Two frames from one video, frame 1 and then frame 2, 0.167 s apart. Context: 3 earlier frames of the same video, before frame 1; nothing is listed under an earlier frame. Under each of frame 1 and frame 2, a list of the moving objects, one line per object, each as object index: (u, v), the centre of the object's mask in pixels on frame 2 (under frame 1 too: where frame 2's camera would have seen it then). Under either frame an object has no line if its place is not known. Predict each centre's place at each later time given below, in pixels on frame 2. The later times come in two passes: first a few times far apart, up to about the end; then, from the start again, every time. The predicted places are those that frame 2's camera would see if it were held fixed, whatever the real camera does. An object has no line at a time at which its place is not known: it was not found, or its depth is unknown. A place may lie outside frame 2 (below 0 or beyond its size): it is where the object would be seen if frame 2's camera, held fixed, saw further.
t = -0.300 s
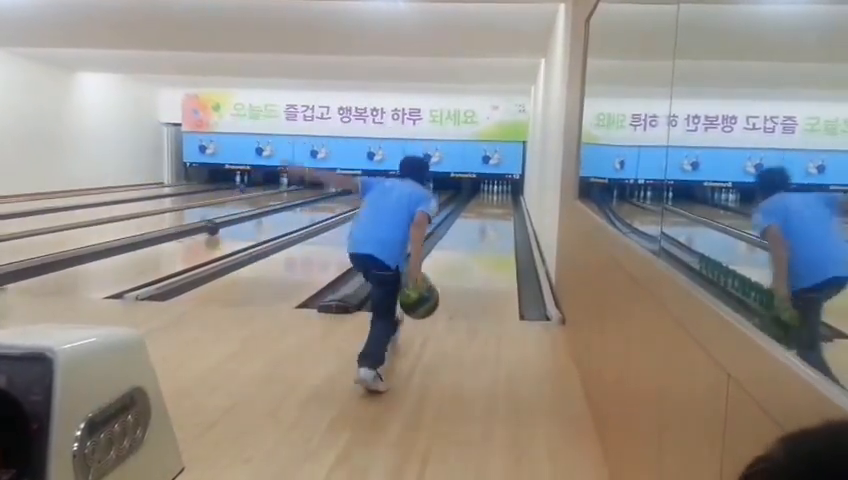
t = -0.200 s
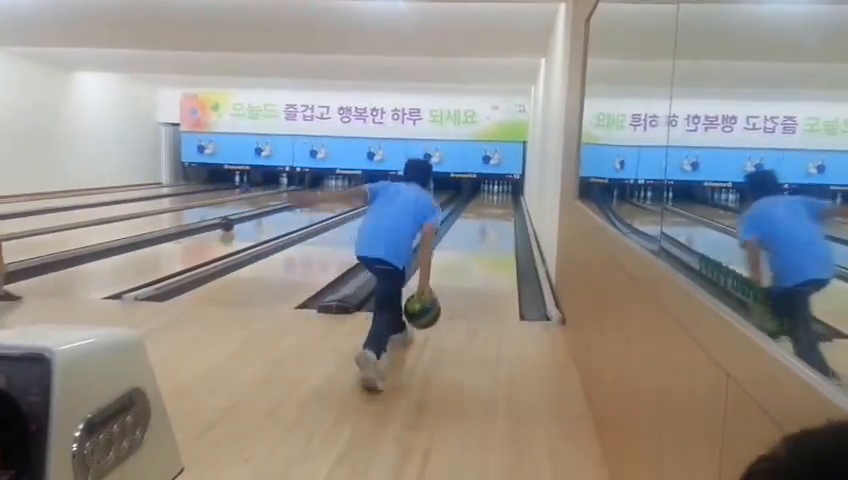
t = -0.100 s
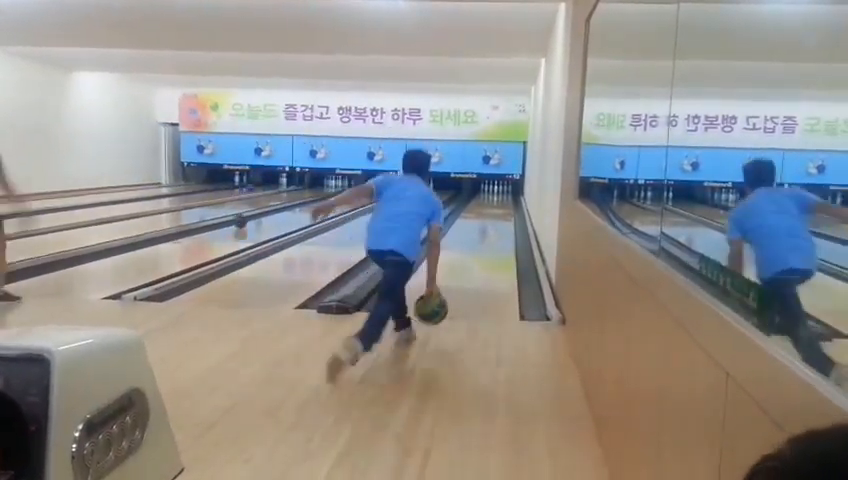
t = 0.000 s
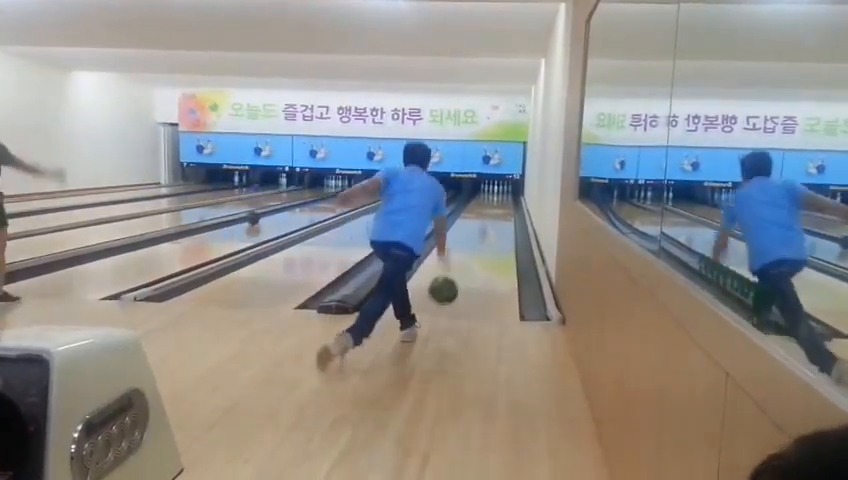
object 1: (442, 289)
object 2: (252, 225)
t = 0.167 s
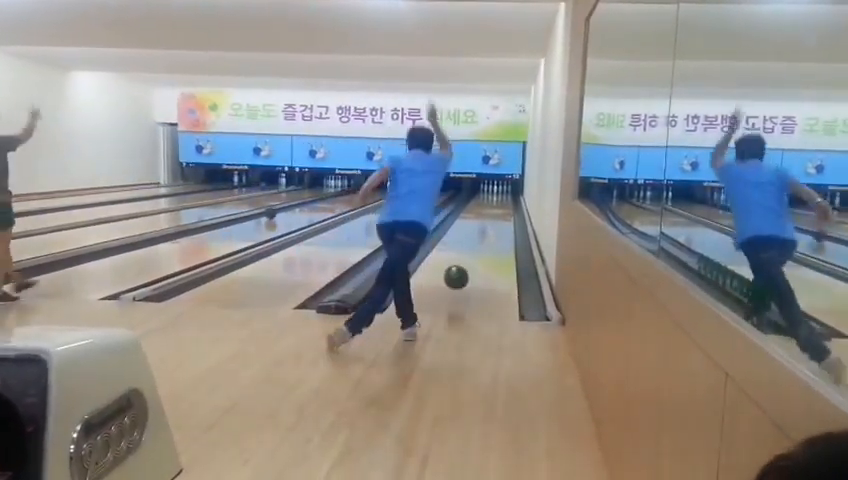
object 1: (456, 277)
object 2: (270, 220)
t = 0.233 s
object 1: (460, 279)
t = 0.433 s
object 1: (470, 261)
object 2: (295, 213)
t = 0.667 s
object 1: (479, 245)
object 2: (311, 209)
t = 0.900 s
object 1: (486, 234)
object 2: (325, 202)
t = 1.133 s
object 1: (490, 225)
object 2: (337, 198)
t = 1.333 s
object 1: (494, 220)
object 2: (344, 196)
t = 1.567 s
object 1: (496, 214)
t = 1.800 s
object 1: (498, 208)
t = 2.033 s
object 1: (498, 204)
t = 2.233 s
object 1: (499, 202)
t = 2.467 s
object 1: (499, 199)
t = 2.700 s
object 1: (498, 196)
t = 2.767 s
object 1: (498, 196)
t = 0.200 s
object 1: (458, 278)
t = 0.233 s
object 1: (460, 279)
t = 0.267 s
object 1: (462, 275)
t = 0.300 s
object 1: (463, 272)
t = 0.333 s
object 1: (465, 269)
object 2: (286, 215)
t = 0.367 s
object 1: (467, 267)
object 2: (289, 213)
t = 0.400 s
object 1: (469, 263)
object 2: (292, 213)
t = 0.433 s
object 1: (470, 261)
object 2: (295, 213)
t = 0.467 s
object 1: (472, 258)
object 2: (297, 212)
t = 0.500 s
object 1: (473, 255)
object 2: (299, 212)
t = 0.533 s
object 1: (474, 253)
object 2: (301, 210)
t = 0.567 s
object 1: (476, 251)
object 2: (304, 209)
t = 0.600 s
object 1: (476, 249)
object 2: (306, 209)
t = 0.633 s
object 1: (478, 247)
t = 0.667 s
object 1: (479, 245)
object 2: (311, 209)
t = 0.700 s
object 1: (480, 243)
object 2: (313, 206)
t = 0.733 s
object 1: (481, 241)
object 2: (315, 206)
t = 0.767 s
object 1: (482, 239)
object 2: (316, 206)
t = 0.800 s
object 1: (483, 238)
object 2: (320, 202)
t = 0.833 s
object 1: (484, 236)
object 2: (322, 202)
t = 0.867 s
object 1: (485, 235)
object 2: (324, 202)
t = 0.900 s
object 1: (486, 234)
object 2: (325, 202)
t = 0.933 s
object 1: (486, 232)
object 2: (327, 201)
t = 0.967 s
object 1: (487, 231)
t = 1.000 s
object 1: (488, 230)
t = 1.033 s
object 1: (489, 229)
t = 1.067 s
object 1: (489, 228)
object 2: (335, 199)
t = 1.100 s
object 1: (490, 227)
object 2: (335, 199)
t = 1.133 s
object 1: (490, 225)
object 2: (337, 198)
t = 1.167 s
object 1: (492, 225)
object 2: (340, 197)
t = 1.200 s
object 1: (492, 224)
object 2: (340, 197)
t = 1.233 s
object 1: (493, 223)
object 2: (341, 196)
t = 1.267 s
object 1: (493, 222)
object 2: (342, 196)
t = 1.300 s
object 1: (494, 220)
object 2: (343, 196)
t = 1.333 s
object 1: (494, 220)
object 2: (344, 196)
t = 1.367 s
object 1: (495, 218)
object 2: (344, 195)
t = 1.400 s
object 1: (495, 217)
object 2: (345, 195)
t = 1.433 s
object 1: (495, 216)
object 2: (348, 194)
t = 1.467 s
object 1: (495, 216)
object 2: (348, 194)
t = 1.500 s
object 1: (496, 215)
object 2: (348, 194)
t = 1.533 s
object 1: (496, 215)
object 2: (347, 195)
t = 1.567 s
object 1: (496, 214)
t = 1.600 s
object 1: (497, 212)
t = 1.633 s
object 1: (497, 211)
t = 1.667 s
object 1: (497, 211)
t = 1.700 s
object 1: (497, 210)
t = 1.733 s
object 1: (498, 210)
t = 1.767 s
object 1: (498, 209)
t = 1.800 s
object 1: (498, 208)
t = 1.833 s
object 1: (498, 207)
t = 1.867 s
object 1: (498, 206)
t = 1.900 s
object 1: (498, 206)
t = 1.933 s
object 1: (498, 206)
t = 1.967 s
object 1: (498, 206)
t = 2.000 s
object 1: (499, 205)
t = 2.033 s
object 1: (498, 204)
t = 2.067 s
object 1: (499, 204)
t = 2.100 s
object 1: (499, 203)
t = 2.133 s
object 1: (499, 202)
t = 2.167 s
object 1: (499, 202)
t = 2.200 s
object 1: (499, 202)
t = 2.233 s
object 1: (499, 202)
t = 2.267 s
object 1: (499, 201)
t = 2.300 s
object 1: (499, 201)
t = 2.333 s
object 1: (499, 200)
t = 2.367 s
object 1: (499, 200)
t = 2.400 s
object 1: (499, 199)
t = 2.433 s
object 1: (499, 199)
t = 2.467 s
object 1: (499, 199)
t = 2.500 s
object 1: (498, 199)
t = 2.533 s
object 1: (498, 199)
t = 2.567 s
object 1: (498, 198)
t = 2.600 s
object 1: (498, 198)
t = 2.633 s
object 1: (498, 197)
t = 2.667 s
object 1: (498, 197)
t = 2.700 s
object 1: (498, 196)
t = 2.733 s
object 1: (498, 196)
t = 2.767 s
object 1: (498, 196)
